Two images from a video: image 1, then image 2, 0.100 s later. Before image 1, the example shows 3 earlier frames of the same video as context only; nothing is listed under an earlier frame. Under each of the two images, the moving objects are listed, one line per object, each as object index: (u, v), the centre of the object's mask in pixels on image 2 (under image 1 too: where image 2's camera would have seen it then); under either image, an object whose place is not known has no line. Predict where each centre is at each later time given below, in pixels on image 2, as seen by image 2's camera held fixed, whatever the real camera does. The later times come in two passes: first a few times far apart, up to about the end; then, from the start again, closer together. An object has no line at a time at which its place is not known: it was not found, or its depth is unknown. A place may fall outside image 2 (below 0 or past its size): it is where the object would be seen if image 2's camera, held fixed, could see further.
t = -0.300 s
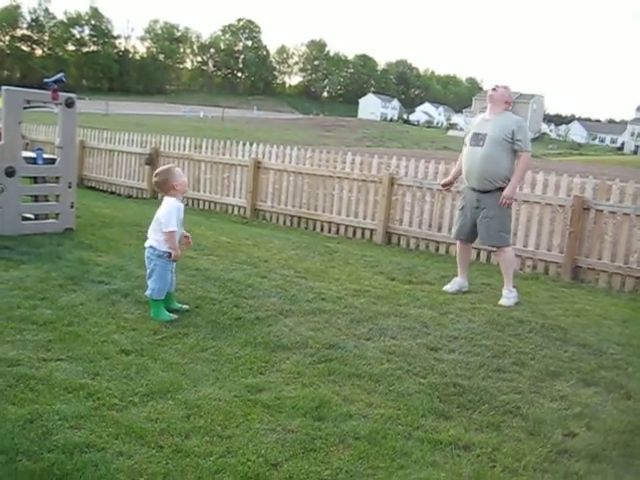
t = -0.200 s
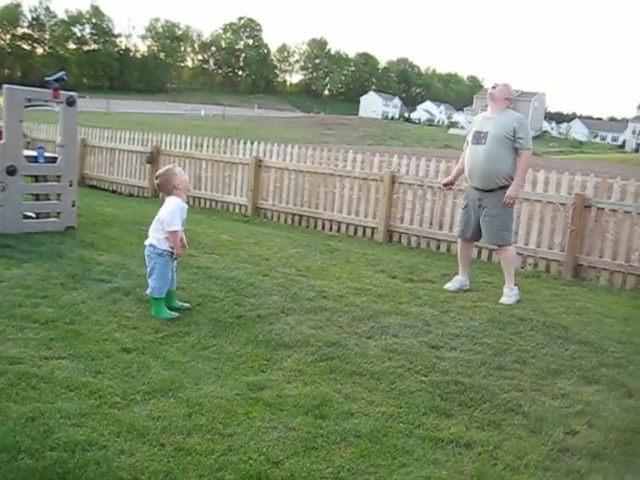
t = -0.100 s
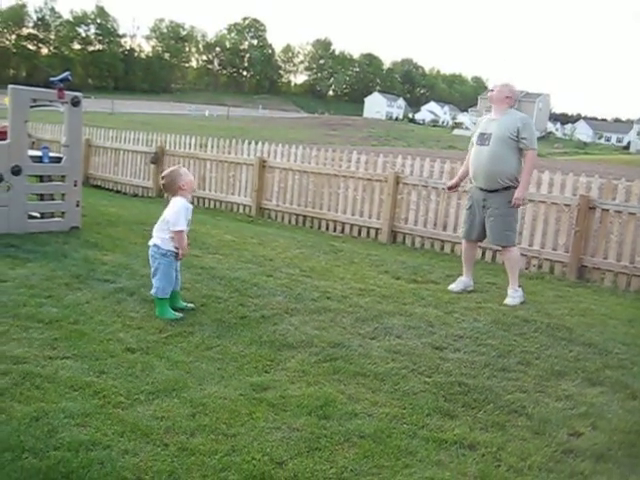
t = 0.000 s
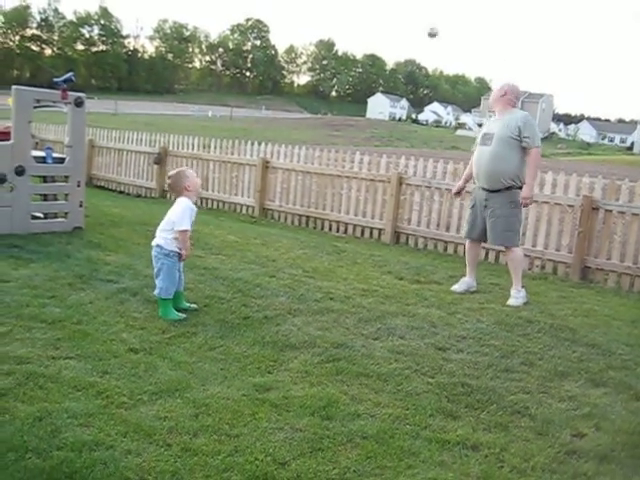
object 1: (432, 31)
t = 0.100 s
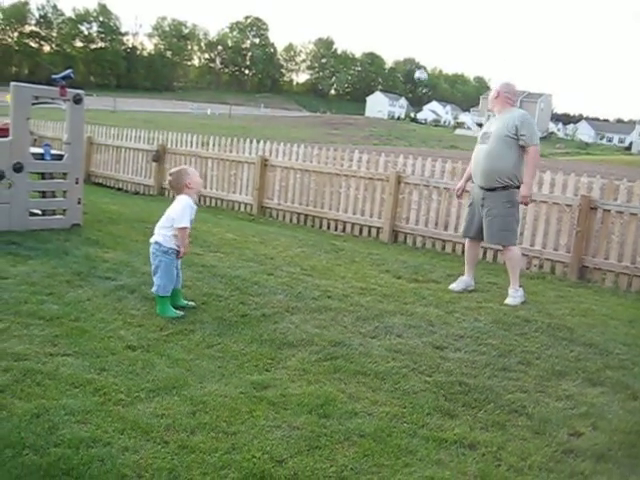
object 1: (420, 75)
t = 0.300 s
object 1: (397, 179)
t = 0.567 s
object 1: (377, 202)
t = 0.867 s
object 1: (354, 180)
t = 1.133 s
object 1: (328, 219)
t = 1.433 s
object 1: (302, 218)
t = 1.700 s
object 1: (280, 225)
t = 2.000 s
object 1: (263, 223)
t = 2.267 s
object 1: (255, 222)
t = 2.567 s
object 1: (251, 222)
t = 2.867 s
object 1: (250, 221)
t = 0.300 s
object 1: (397, 179)
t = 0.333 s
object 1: (393, 200)
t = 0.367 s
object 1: (390, 219)
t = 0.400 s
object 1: (385, 238)
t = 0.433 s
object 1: (384, 234)
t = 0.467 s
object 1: (382, 225)
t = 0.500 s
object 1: (380, 217)
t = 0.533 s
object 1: (379, 209)
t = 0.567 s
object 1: (377, 202)
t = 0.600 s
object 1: (375, 196)
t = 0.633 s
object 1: (372, 191)
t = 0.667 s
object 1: (369, 188)
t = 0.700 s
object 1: (367, 184)
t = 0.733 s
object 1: (365, 182)
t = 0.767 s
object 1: (362, 180)
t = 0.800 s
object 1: (360, 179)
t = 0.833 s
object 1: (357, 180)
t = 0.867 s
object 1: (354, 180)
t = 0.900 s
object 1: (351, 182)
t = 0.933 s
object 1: (348, 185)
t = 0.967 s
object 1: (345, 188)
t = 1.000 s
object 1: (342, 193)
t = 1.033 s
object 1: (338, 198)
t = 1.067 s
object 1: (335, 204)
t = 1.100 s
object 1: (331, 210)
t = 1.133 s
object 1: (328, 219)
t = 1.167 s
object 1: (324, 226)
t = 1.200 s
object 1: (320, 232)
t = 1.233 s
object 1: (318, 228)
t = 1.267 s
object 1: (315, 224)
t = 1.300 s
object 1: (313, 222)
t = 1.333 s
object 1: (311, 220)
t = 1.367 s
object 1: (308, 219)
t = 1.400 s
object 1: (305, 218)
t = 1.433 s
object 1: (302, 218)
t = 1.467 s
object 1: (299, 219)
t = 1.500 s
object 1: (296, 221)
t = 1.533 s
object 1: (293, 224)
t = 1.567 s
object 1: (290, 227)
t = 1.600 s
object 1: (287, 226)
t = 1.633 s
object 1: (285, 225)
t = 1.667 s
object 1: (283, 225)
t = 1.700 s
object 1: (280, 225)
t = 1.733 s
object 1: (277, 225)
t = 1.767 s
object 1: (275, 225)
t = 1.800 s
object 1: (273, 225)
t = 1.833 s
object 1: (272, 224)
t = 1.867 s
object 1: (270, 224)
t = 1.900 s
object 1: (268, 223)
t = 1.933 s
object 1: (266, 223)
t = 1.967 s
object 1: (265, 223)
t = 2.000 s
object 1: (263, 223)
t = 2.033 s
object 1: (262, 223)
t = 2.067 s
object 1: (260, 222)
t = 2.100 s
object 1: (259, 222)
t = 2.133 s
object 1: (258, 222)
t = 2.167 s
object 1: (257, 222)
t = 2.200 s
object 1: (256, 222)
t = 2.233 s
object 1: (255, 222)
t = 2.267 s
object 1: (255, 222)
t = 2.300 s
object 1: (254, 222)
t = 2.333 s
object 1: (253, 222)
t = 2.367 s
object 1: (253, 222)
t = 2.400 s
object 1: (252, 222)
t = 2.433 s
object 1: (252, 222)
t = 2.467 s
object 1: (251, 222)
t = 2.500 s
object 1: (251, 222)
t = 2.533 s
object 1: (251, 222)
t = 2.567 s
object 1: (251, 222)
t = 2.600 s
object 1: (251, 222)
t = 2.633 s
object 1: (250, 222)
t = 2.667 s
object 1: (250, 222)
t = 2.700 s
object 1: (250, 222)
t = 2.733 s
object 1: (250, 222)
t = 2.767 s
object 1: (250, 222)
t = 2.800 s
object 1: (250, 221)
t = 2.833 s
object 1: (250, 222)
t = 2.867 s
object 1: (250, 221)
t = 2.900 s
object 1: (250, 221)
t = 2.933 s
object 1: (250, 221)
